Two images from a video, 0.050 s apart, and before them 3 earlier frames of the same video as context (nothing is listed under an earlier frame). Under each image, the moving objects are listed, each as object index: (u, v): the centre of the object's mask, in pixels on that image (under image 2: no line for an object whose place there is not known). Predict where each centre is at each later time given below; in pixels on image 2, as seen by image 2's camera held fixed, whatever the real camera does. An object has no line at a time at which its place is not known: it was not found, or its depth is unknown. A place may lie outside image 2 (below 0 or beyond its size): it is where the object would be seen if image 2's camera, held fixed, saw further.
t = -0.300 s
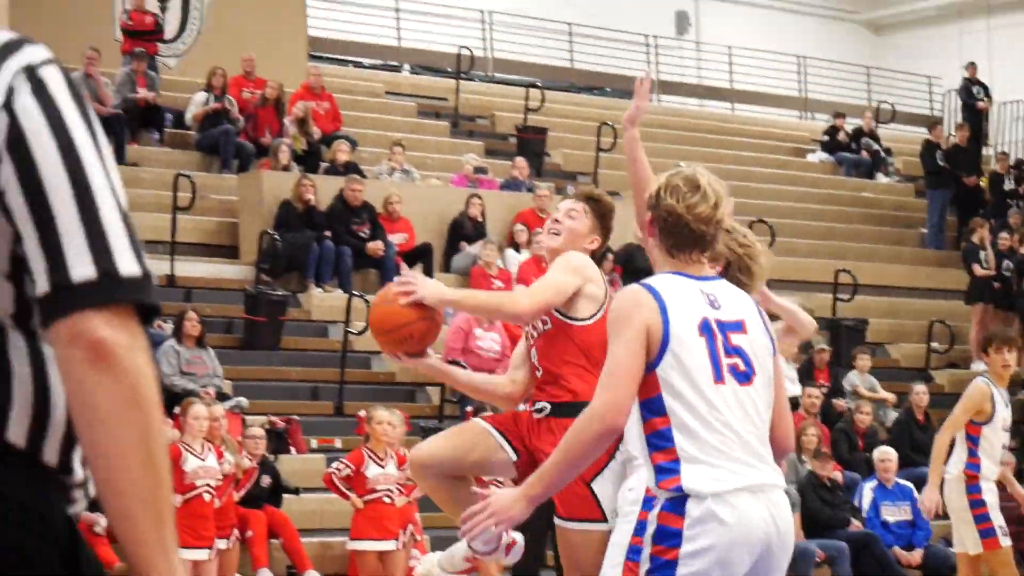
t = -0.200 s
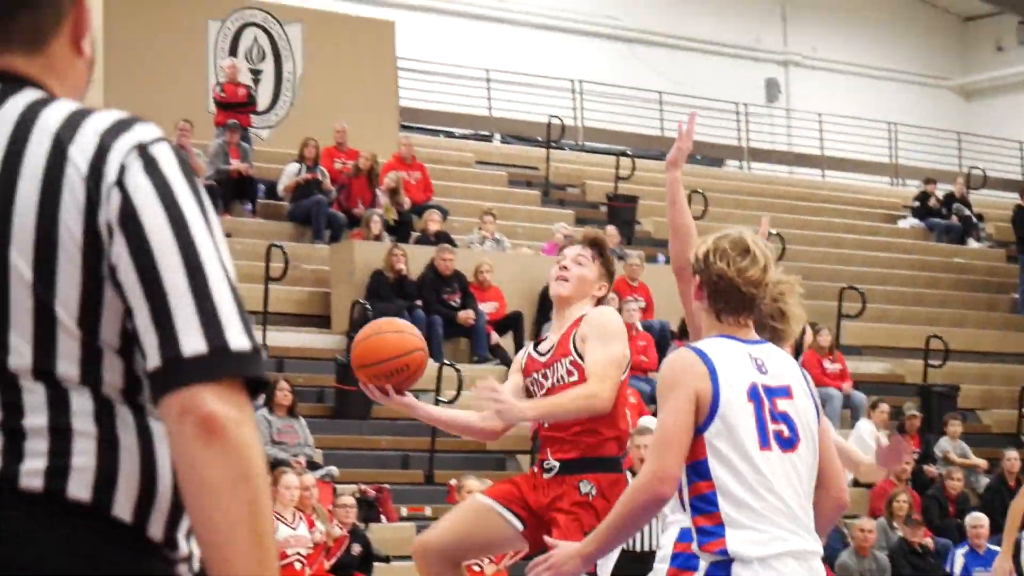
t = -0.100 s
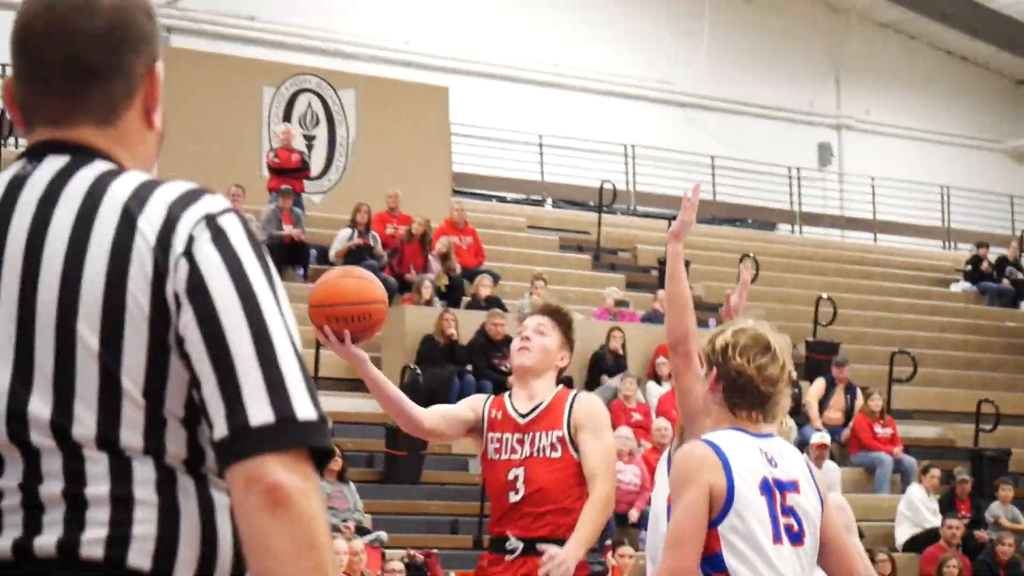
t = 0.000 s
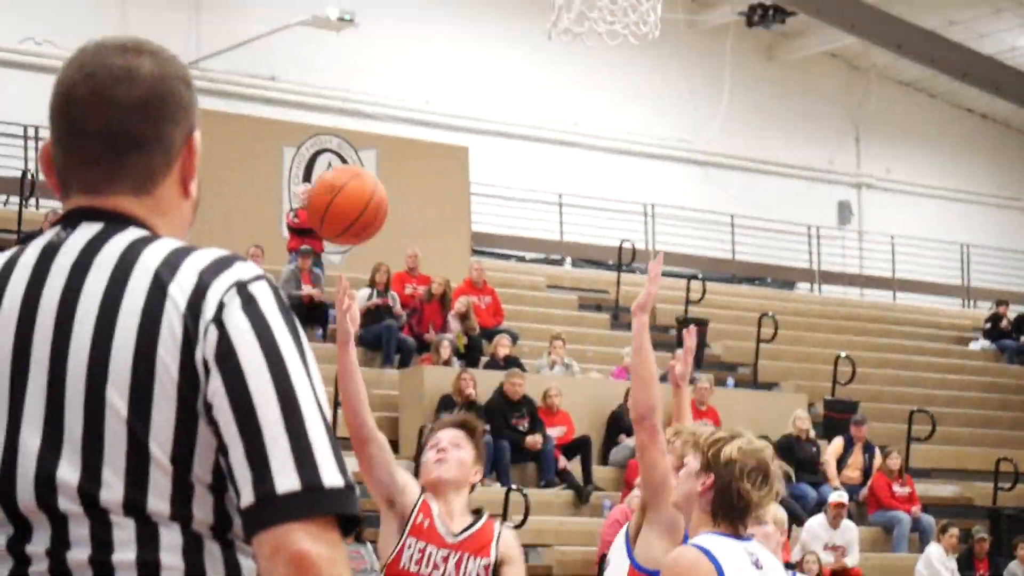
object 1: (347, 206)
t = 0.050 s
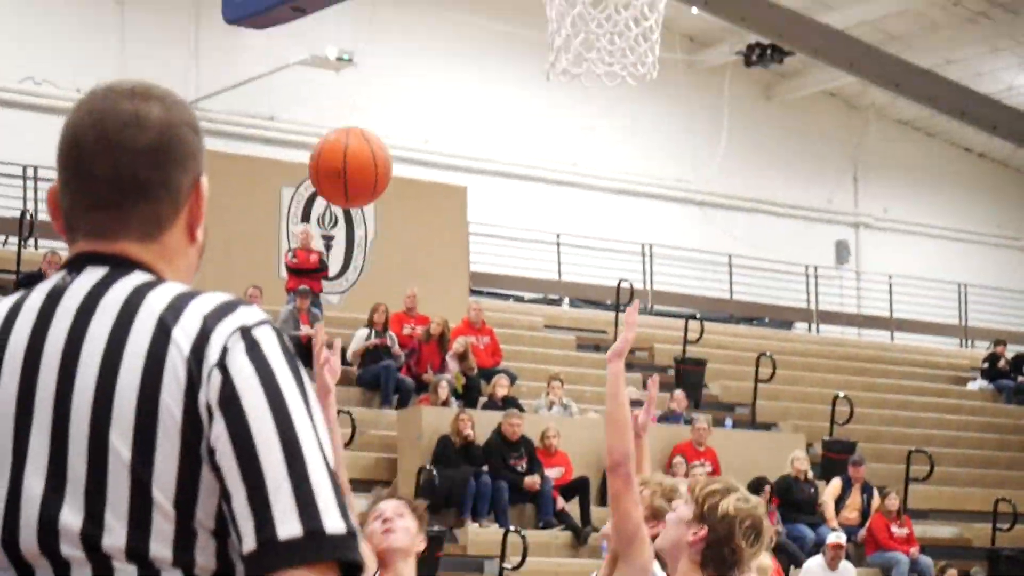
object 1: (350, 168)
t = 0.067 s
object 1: (351, 142)
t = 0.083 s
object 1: (352, 118)
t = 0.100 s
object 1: (352, 93)
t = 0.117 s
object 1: (353, 72)
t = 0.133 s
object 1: (352, 52)
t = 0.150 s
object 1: (354, 32)
